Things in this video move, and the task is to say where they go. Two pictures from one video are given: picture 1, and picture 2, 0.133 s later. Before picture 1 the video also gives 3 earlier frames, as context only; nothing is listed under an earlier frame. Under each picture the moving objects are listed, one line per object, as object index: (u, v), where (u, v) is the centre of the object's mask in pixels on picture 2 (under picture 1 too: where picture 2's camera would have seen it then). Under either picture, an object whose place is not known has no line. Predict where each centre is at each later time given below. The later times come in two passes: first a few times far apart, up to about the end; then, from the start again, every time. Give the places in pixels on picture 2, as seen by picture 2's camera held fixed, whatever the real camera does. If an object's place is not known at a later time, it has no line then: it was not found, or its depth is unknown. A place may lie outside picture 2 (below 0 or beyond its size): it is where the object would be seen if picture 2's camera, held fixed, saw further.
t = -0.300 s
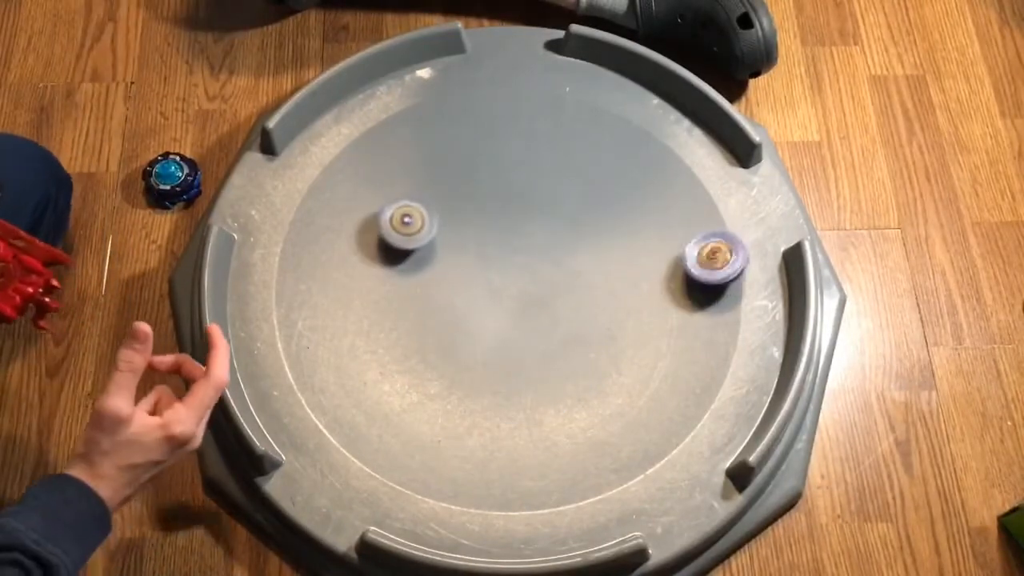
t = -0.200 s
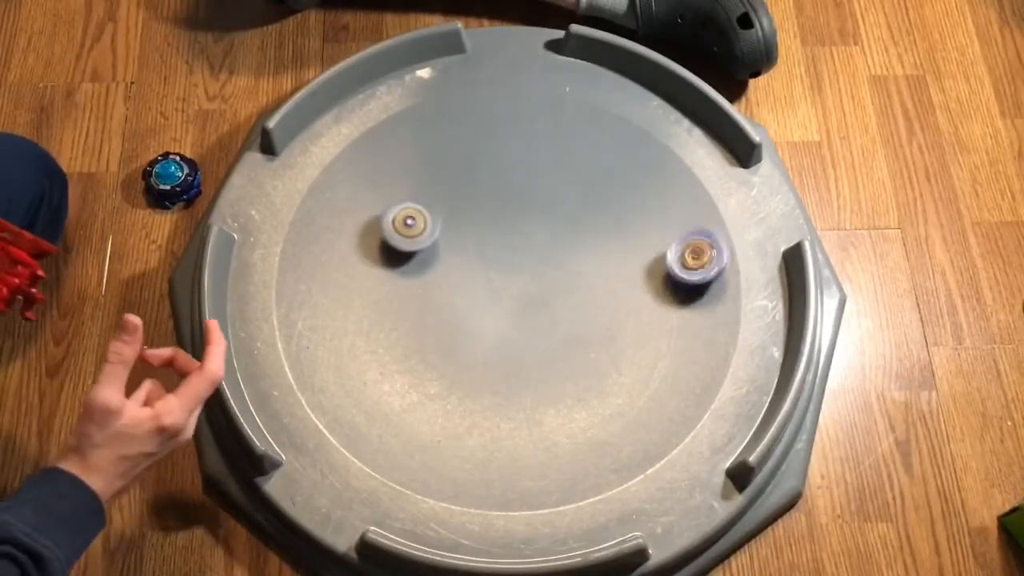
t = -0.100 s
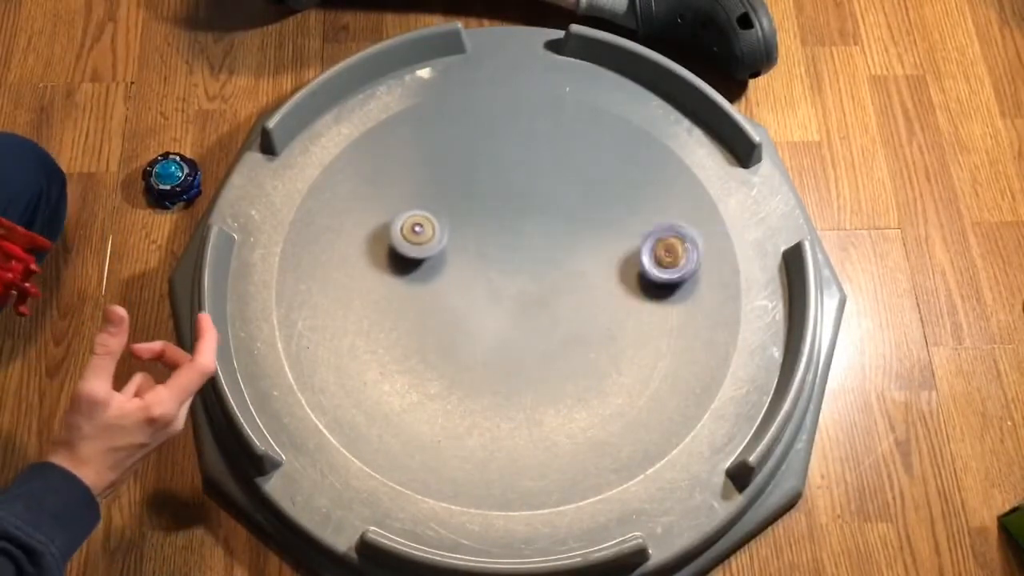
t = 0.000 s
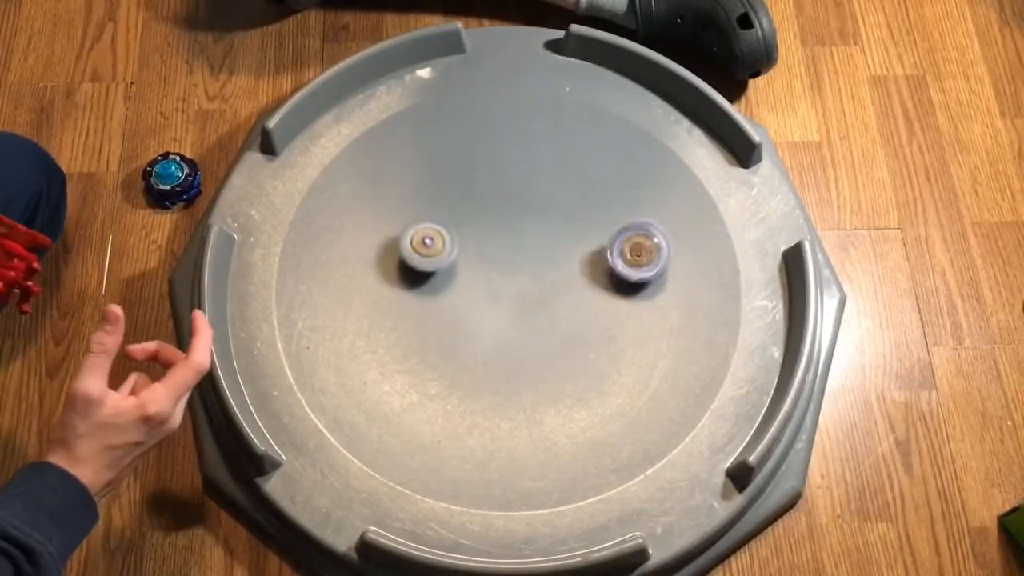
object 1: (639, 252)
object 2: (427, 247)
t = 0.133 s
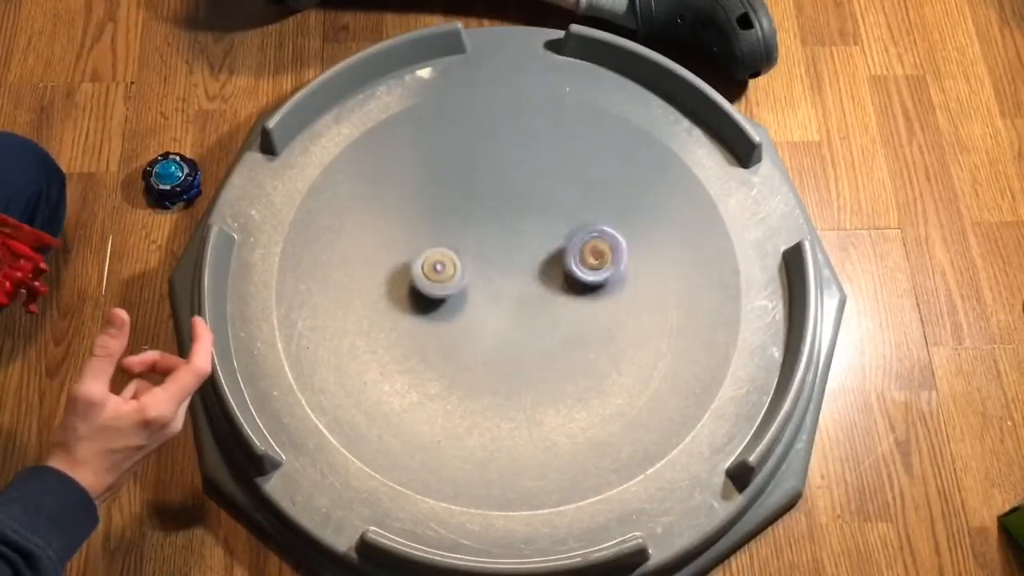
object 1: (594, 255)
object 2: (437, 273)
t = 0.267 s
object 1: (554, 264)
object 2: (445, 299)
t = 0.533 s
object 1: (499, 284)
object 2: (424, 370)
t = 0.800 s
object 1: (518, 281)
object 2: (338, 402)
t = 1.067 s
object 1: (546, 283)
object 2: (351, 321)
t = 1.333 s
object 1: (560, 274)
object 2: (484, 284)
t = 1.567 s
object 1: (677, 208)
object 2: (473, 337)
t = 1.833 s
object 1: (691, 187)
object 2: (454, 385)
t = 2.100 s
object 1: (598, 215)
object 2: (440, 360)
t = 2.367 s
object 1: (444, 262)
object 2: (490, 315)
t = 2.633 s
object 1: (309, 267)
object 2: (563, 323)
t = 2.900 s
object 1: (321, 255)
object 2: (611, 341)
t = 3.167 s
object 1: (399, 250)
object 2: (590, 346)
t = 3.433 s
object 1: (468, 243)
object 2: (546, 304)
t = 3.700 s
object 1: (458, 229)
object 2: (540, 269)
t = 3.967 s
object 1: (457, 233)
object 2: (548, 254)
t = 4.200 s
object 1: (468, 245)
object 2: (533, 259)
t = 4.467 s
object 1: (459, 241)
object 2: (549, 285)
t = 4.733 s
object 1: (459, 242)
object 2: (503, 298)
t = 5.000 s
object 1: (451, 218)
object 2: (505, 272)
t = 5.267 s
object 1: (457, 219)
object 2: (530, 274)
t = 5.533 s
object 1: (471, 224)
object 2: (504, 293)
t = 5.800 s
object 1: (486, 205)
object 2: (481, 288)
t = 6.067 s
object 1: (493, 199)
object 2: (477, 304)
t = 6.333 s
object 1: (496, 204)
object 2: (486, 300)
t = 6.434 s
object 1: (497, 203)
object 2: (496, 293)
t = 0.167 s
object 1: (584, 256)
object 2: (440, 280)
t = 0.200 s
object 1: (574, 259)
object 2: (442, 287)
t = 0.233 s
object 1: (564, 261)
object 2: (443, 295)
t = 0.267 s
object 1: (554, 264)
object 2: (445, 299)
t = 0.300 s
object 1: (541, 268)
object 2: (445, 306)
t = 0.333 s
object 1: (531, 273)
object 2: (446, 311)
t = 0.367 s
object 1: (520, 279)
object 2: (446, 318)
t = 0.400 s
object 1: (511, 285)
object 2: (447, 325)
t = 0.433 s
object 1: (503, 291)
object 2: (448, 330)
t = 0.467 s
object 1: (496, 294)
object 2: (447, 338)
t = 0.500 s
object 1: (498, 289)
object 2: (435, 354)
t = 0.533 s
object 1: (499, 284)
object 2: (424, 370)
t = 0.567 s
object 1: (502, 280)
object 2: (414, 382)
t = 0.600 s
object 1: (503, 278)
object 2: (402, 393)
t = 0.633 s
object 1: (505, 276)
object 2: (390, 400)
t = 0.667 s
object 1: (507, 275)
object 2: (379, 405)
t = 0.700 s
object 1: (509, 277)
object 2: (367, 407)
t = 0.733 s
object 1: (512, 277)
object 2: (358, 408)
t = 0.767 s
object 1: (515, 279)
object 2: (347, 406)
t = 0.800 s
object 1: (518, 281)
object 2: (338, 402)
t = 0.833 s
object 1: (521, 283)
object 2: (331, 397)
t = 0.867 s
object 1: (525, 284)
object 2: (325, 388)
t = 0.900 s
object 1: (529, 284)
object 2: (322, 378)
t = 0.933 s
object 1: (532, 284)
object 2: (322, 366)
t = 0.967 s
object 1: (536, 284)
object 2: (324, 355)
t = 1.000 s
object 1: (540, 284)
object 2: (330, 343)
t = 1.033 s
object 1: (543, 283)
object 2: (339, 331)
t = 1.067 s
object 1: (546, 283)
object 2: (351, 321)
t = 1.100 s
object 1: (549, 282)
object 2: (365, 312)
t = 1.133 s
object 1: (552, 281)
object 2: (380, 304)
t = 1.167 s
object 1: (554, 280)
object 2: (395, 297)
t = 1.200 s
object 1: (556, 279)
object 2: (411, 294)
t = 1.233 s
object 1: (557, 277)
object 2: (431, 290)
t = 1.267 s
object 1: (559, 276)
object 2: (447, 288)
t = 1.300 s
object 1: (559, 275)
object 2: (466, 286)
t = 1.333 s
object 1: (560, 274)
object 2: (484, 284)
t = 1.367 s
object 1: (565, 270)
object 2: (495, 287)
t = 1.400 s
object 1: (590, 256)
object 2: (486, 297)
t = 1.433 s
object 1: (611, 242)
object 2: (480, 306)
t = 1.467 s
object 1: (631, 234)
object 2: (477, 312)
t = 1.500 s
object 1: (650, 223)
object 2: (474, 322)
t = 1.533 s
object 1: (667, 213)
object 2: (474, 330)
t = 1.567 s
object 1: (677, 208)
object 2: (473, 337)
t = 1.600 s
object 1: (688, 201)
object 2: (471, 346)
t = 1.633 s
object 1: (694, 195)
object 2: (471, 354)
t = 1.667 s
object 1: (700, 191)
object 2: (469, 361)
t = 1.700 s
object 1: (702, 187)
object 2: (467, 368)
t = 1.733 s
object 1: (700, 186)
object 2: (464, 374)
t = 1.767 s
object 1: (699, 186)
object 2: (462, 379)
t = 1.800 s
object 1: (695, 187)
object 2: (458, 383)
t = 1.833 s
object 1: (691, 187)
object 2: (454, 385)
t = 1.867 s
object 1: (686, 189)
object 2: (451, 386)
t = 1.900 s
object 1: (677, 193)
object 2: (447, 385)
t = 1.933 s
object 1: (668, 195)
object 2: (444, 384)
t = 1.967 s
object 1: (658, 197)
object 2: (442, 380)
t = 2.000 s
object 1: (645, 201)
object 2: (440, 376)
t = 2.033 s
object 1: (629, 206)
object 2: (439, 371)
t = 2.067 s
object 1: (616, 211)
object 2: (439, 365)
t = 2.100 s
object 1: (598, 215)
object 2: (440, 360)
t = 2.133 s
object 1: (579, 221)
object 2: (443, 353)
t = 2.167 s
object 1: (560, 228)
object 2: (448, 346)
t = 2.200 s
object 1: (541, 235)
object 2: (452, 340)
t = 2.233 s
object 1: (524, 240)
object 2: (458, 334)
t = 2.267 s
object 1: (504, 247)
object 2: (464, 327)
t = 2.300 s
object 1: (486, 255)
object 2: (470, 323)
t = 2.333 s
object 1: (467, 261)
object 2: (478, 317)
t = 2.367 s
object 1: (444, 262)
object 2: (490, 315)
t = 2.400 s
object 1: (426, 266)
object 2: (500, 314)
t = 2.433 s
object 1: (405, 271)
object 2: (511, 314)
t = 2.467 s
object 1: (380, 272)
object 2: (519, 315)
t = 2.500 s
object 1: (364, 270)
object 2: (529, 317)
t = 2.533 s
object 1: (345, 272)
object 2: (538, 318)
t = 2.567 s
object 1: (330, 271)
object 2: (548, 320)
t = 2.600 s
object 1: (319, 271)
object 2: (555, 322)
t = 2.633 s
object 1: (309, 267)
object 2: (563, 323)
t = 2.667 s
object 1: (304, 266)
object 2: (571, 325)
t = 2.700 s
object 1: (299, 263)
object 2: (579, 328)
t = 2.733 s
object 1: (300, 260)
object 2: (586, 330)
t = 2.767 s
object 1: (300, 259)
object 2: (593, 332)
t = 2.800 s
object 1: (304, 259)
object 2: (599, 334)
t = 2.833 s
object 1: (309, 258)
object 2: (604, 336)
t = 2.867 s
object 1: (315, 255)
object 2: (608, 338)
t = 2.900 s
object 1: (321, 255)
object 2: (611, 341)
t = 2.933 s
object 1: (330, 255)
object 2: (612, 344)
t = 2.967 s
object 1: (336, 254)
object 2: (612, 346)
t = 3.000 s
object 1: (347, 255)
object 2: (611, 348)
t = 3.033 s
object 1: (355, 254)
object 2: (608, 349)
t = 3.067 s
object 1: (366, 255)
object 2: (604, 350)
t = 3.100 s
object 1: (377, 253)
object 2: (600, 350)
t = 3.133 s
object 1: (389, 253)
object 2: (595, 348)
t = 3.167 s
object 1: (399, 250)
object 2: (590, 346)
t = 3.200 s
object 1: (409, 251)
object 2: (584, 343)
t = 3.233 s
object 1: (421, 247)
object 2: (579, 339)
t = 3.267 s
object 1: (430, 248)
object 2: (573, 334)
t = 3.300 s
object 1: (439, 245)
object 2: (568, 328)
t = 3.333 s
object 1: (447, 246)
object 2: (563, 322)
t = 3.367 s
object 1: (456, 245)
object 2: (557, 316)
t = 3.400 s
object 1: (462, 244)
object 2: (552, 310)
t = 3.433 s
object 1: (468, 243)
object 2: (546, 304)
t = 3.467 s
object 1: (473, 243)
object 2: (539, 297)
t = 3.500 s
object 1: (475, 242)
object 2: (533, 291)
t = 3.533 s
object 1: (477, 242)
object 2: (527, 284)
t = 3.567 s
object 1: (472, 243)
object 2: (530, 282)
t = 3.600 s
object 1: (470, 238)
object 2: (533, 278)
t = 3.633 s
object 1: (467, 232)
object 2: (536, 275)
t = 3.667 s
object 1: (461, 228)
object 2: (538, 271)
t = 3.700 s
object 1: (458, 229)
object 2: (540, 269)
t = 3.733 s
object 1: (457, 231)
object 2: (543, 266)
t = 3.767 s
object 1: (454, 231)
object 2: (545, 264)
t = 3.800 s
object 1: (454, 232)
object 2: (547, 261)
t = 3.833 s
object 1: (455, 231)
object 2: (547, 259)
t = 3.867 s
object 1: (457, 231)
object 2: (549, 257)
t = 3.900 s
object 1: (457, 233)
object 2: (549, 255)
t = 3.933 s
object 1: (458, 234)
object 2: (549, 254)
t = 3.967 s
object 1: (457, 233)
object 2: (548, 254)
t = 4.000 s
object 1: (459, 236)
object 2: (547, 254)
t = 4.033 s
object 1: (462, 238)
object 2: (545, 254)
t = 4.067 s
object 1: (463, 239)
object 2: (543, 254)
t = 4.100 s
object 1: (464, 243)
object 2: (539, 257)
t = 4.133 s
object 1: (468, 241)
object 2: (538, 256)
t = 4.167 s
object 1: (467, 243)
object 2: (533, 258)
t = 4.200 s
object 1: (468, 245)
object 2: (533, 259)
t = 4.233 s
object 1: (464, 246)
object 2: (539, 261)
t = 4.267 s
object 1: (460, 247)
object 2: (544, 264)
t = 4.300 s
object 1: (459, 247)
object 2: (547, 267)
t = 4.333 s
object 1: (461, 245)
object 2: (550, 271)
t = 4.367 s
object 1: (460, 243)
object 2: (551, 273)
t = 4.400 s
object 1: (460, 242)
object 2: (552, 276)
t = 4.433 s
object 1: (460, 241)
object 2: (551, 280)
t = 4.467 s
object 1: (459, 241)
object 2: (549, 285)
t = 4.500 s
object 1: (461, 241)
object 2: (545, 289)
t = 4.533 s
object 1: (461, 241)
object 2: (540, 293)
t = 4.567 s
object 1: (460, 243)
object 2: (534, 295)
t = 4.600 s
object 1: (462, 245)
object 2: (527, 298)
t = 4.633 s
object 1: (463, 245)
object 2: (518, 300)
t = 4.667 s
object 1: (466, 246)
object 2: (510, 299)
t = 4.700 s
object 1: (465, 247)
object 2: (504, 297)
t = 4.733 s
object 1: (459, 242)
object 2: (503, 298)
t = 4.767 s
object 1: (455, 238)
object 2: (502, 298)
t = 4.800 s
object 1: (452, 233)
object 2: (500, 295)
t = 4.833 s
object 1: (448, 229)
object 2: (498, 291)
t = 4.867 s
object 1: (446, 226)
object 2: (498, 287)
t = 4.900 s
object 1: (449, 222)
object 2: (499, 282)
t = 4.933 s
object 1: (451, 220)
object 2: (500, 279)
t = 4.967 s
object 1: (450, 217)
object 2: (503, 276)
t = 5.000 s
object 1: (451, 218)
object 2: (505, 272)
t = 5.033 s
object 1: (450, 218)
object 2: (507, 268)
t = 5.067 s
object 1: (451, 218)
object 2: (511, 267)
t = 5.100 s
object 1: (453, 219)
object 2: (515, 265)
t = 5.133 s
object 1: (455, 218)
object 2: (520, 265)
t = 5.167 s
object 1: (456, 219)
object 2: (523, 266)
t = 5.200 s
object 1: (458, 220)
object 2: (526, 268)
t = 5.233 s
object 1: (458, 219)
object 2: (528, 270)
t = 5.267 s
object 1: (457, 219)
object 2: (530, 274)
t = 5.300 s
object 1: (457, 220)
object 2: (530, 278)
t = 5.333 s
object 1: (457, 222)
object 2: (529, 282)
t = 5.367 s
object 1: (459, 224)
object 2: (526, 285)
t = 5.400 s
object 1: (461, 224)
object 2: (522, 288)
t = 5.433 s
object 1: (465, 224)
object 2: (519, 290)
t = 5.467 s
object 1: (467, 224)
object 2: (514, 291)
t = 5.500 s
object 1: (470, 223)
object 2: (509, 294)
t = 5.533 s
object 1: (471, 224)
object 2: (504, 293)
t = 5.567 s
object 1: (474, 224)
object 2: (498, 293)
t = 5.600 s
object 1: (477, 224)
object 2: (493, 290)
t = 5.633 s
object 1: (480, 223)
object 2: (490, 287)
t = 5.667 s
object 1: (482, 222)
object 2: (487, 284)
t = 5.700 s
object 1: (485, 220)
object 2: (484, 280)
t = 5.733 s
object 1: (486, 215)
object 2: (482, 281)
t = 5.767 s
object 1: (486, 209)
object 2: (481, 285)
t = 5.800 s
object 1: (486, 205)
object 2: (481, 288)
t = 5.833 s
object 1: (488, 204)
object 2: (480, 291)
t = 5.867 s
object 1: (491, 202)
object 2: (479, 294)
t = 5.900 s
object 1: (494, 200)
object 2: (478, 296)
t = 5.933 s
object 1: (494, 199)
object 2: (478, 298)
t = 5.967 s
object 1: (494, 199)
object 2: (477, 301)
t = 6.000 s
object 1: (494, 199)
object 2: (476, 303)
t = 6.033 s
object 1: (493, 198)
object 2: (476, 303)
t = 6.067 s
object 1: (493, 199)
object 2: (477, 304)
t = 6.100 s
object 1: (491, 199)
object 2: (477, 305)
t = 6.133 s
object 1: (490, 199)
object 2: (477, 306)
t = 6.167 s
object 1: (491, 201)
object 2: (477, 306)
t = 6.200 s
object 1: (491, 202)
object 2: (478, 305)
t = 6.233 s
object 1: (492, 202)
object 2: (479, 305)
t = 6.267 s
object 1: (494, 203)
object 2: (480, 305)
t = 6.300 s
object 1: (495, 204)
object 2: (483, 302)
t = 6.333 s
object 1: (496, 204)
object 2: (486, 300)
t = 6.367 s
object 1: (496, 204)
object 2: (489, 298)
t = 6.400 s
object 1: (497, 203)
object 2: (492, 296)
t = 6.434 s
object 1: (497, 203)
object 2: (496, 293)
